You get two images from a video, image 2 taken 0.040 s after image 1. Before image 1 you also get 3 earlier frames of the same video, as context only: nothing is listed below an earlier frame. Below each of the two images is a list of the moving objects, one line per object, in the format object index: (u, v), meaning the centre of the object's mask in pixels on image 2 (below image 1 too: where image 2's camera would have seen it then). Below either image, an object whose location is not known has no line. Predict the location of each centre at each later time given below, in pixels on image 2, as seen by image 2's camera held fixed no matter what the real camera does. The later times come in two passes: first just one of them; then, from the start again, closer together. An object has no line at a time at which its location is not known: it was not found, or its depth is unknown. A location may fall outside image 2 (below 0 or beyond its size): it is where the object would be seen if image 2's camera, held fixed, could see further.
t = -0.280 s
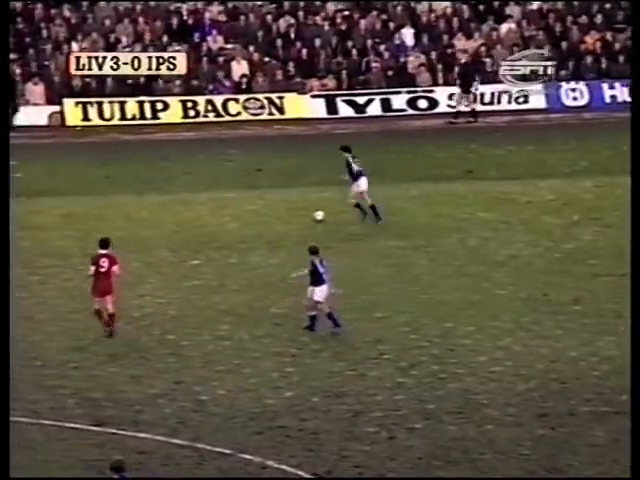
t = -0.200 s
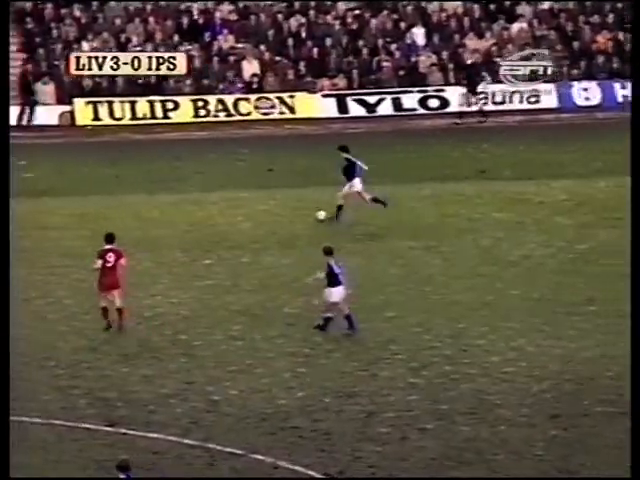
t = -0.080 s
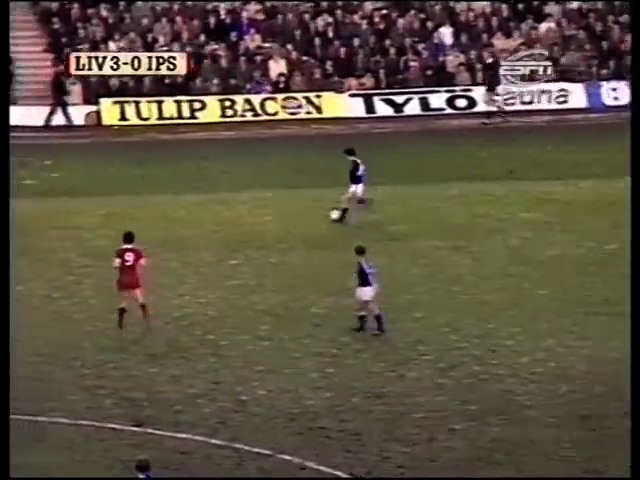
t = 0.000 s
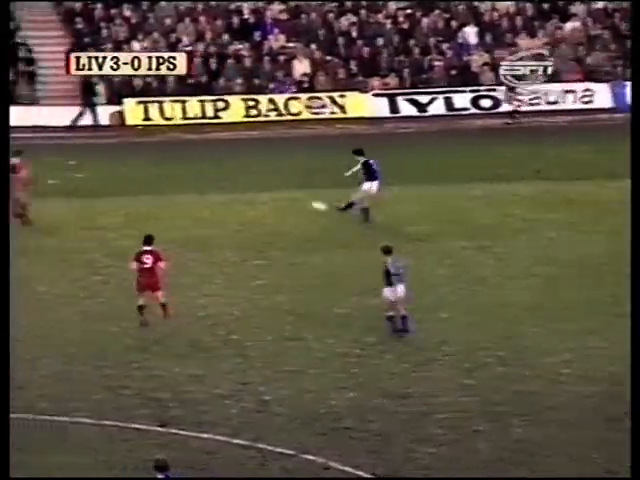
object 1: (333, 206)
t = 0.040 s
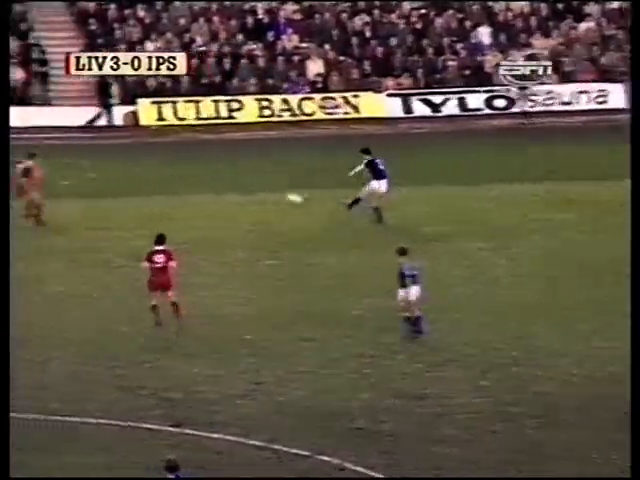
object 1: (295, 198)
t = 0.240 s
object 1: (115, 163)
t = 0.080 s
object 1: (258, 190)
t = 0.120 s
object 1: (221, 182)
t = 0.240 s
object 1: (115, 163)
